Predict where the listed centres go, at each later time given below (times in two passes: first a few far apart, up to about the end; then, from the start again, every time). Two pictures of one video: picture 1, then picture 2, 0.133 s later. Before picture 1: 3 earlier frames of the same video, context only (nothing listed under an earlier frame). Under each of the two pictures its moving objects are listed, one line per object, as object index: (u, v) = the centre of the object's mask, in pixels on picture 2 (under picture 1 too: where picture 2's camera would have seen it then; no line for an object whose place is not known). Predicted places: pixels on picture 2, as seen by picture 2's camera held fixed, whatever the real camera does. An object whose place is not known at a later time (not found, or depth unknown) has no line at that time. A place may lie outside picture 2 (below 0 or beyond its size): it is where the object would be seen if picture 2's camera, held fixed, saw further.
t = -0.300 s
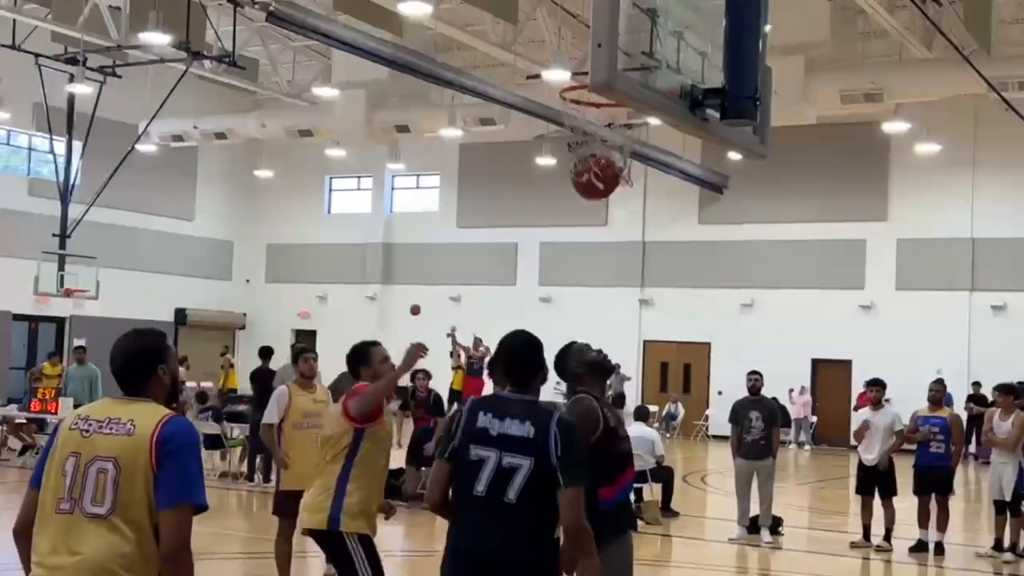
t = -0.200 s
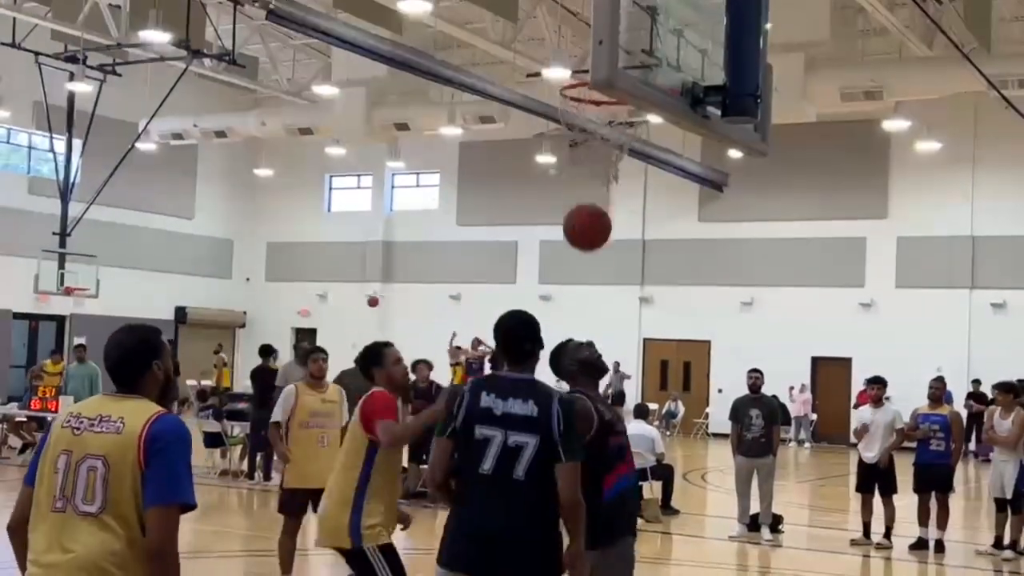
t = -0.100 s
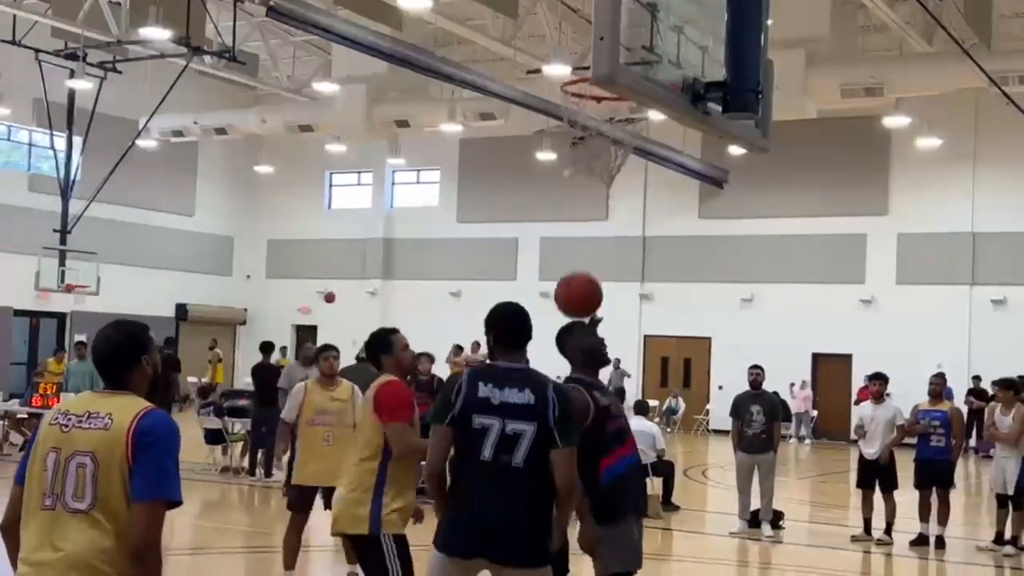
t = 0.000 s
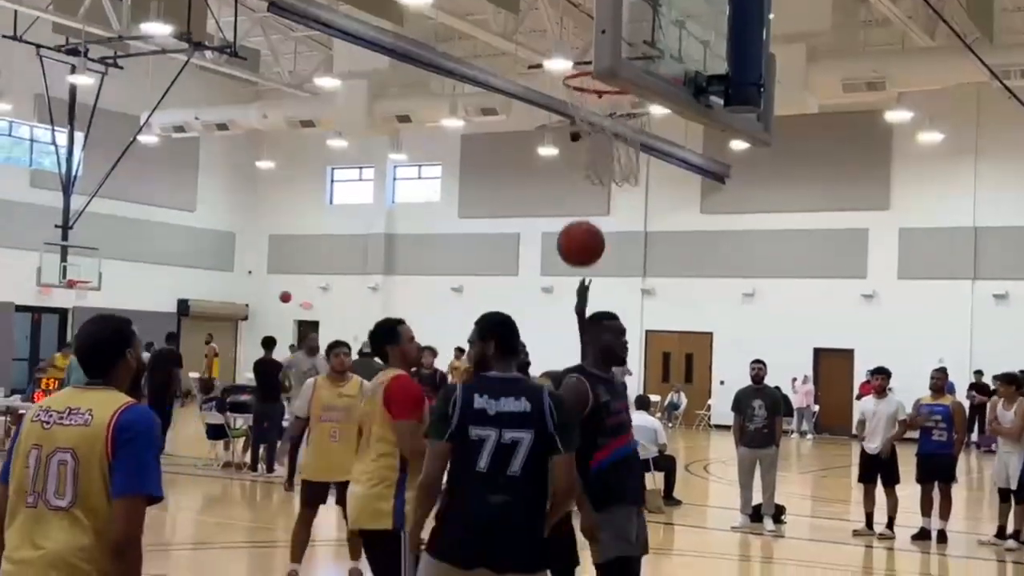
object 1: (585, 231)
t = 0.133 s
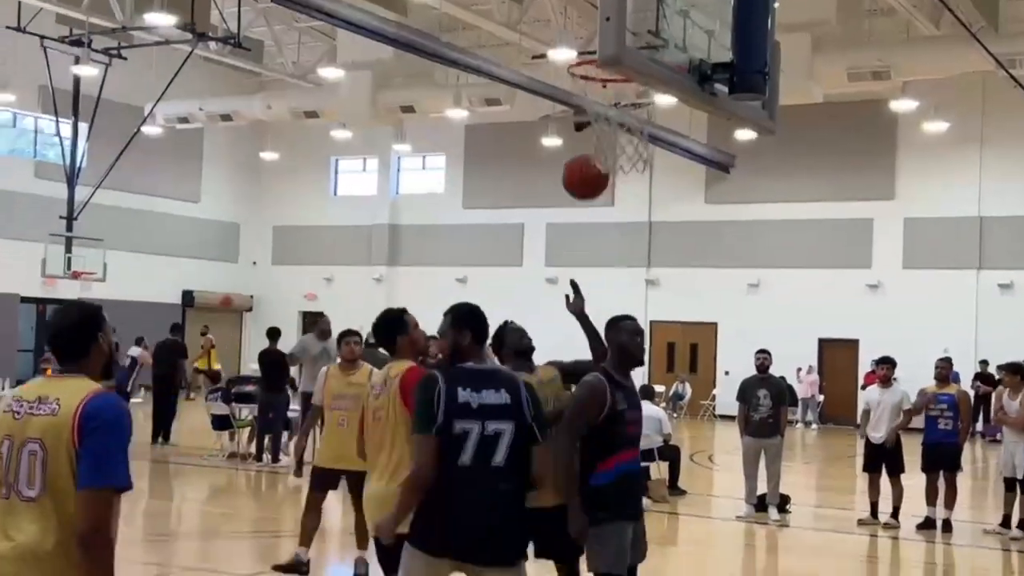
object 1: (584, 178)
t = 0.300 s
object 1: (583, 156)
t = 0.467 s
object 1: (579, 187)
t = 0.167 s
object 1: (584, 169)
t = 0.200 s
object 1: (583, 163)
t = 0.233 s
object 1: (584, 158)
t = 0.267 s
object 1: (583, 156)
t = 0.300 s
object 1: (583, 156)
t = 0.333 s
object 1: (583, 158)
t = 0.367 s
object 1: (582, 161)
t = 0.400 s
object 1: (580, 167)
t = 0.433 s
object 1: (580, 176)
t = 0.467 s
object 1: (579, 187)
